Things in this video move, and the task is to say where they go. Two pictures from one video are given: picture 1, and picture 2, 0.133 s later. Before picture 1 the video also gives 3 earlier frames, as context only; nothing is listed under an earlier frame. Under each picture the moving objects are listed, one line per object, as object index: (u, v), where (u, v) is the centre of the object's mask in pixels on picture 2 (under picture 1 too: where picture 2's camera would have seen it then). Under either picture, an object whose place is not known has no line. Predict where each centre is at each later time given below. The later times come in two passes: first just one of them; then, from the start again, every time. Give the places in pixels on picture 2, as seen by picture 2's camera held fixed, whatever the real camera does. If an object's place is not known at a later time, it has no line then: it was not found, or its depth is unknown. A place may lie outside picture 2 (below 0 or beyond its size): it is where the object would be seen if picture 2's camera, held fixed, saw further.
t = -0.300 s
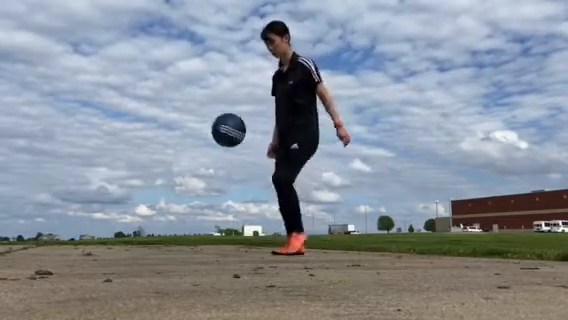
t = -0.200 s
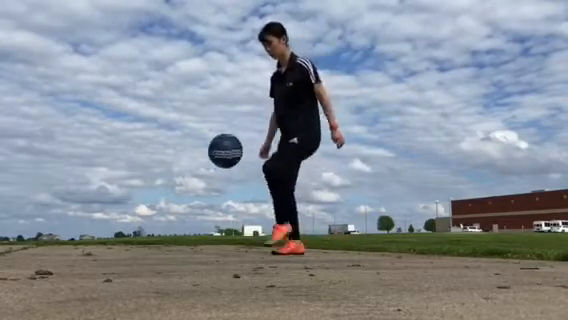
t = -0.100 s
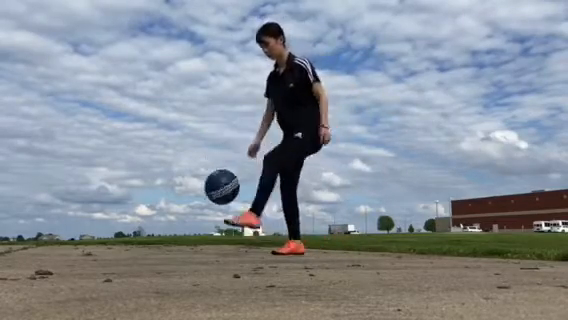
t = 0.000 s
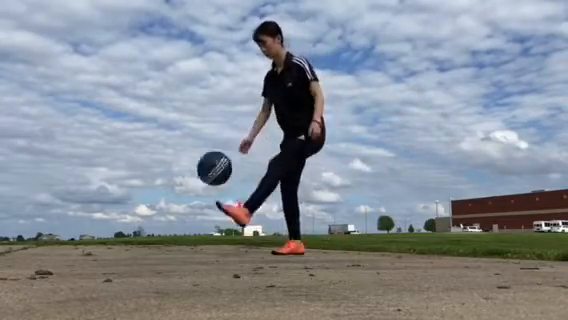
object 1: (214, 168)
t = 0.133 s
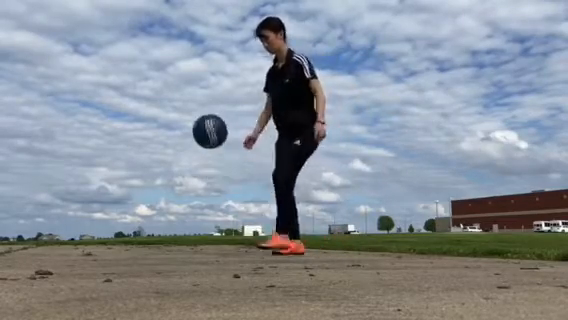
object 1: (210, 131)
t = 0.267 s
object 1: (204, 120)
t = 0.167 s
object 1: (208, 126)
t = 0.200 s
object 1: (207, 122)
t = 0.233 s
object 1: (206, 120)
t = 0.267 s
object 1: (204, 120)
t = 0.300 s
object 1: (203, 122)
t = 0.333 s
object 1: (202, 125)
